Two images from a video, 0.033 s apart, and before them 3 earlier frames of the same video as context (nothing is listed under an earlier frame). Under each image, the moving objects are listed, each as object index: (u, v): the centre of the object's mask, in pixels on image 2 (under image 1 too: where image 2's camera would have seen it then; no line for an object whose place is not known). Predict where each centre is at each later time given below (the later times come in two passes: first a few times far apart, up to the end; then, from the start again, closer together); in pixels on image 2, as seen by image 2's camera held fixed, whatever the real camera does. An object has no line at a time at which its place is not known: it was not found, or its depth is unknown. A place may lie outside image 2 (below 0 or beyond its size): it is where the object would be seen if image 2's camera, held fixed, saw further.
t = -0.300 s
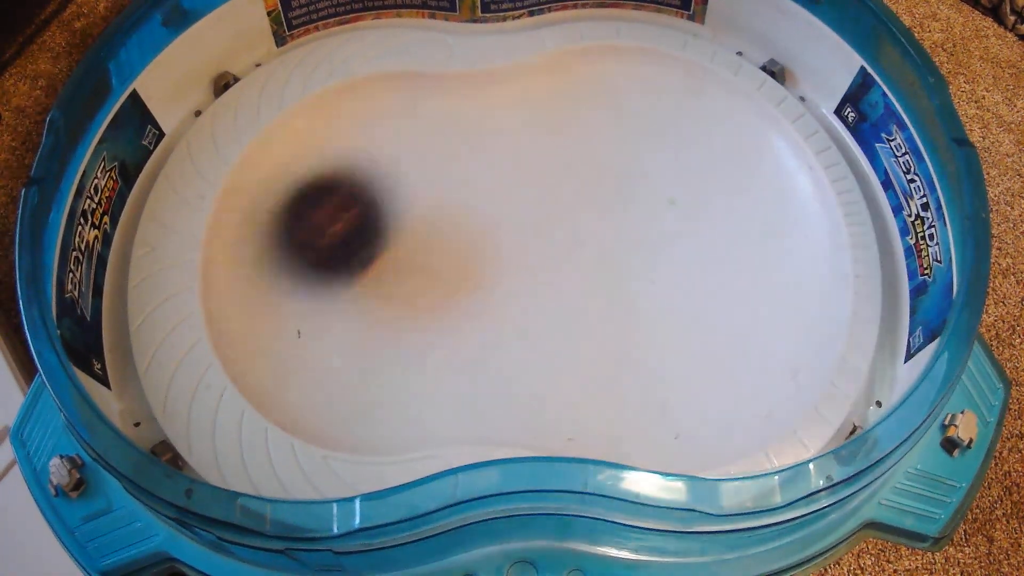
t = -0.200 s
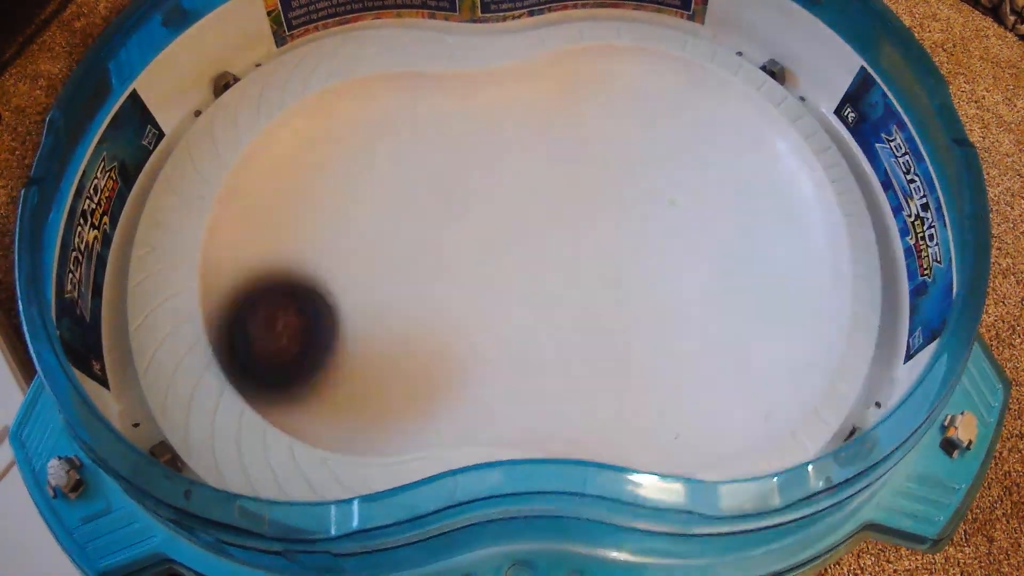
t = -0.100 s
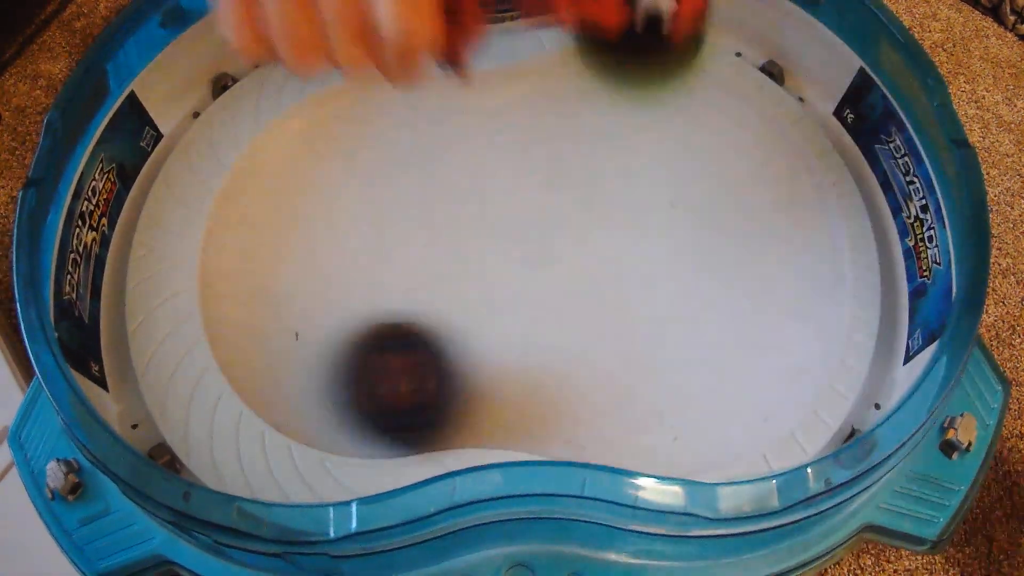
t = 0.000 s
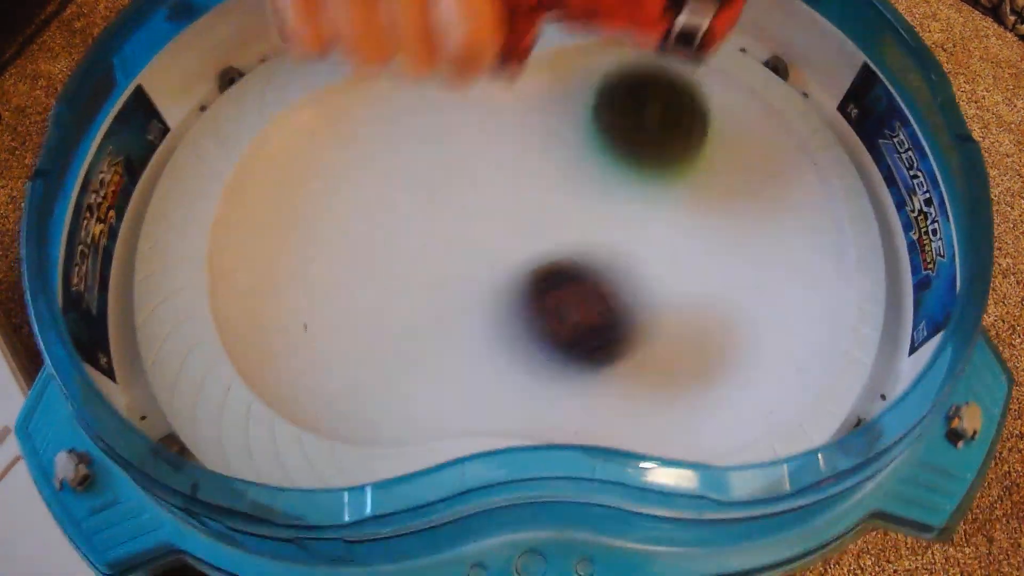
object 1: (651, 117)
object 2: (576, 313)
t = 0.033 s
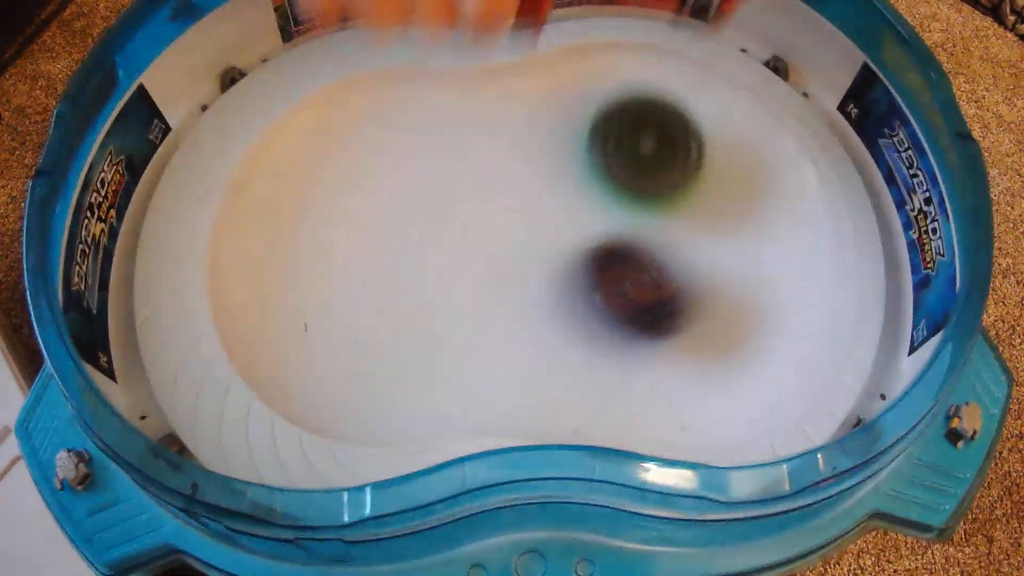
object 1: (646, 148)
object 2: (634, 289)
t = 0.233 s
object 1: (601, 57)
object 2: (813, 247)
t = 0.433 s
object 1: (311, 200)
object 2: (743, 138)
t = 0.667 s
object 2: (644, 193)
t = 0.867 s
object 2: (470, 286)
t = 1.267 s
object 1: (460, 77)
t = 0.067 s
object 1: (648, 153)
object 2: (693, 287)
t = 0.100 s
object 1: (649, 123)
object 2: (747, 299)
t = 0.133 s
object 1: (645, 97)
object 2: (794, 294)
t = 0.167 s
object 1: (633, 75)
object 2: (811, 275)
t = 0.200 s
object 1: (618, 62)
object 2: (816, 256)
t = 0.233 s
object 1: (601, 57)
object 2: (813, 247)
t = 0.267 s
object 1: (582, 65)
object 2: (794, 234)
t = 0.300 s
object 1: (564, 86)
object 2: (754, 213)
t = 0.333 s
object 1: (546, 118)
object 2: (709, 186)
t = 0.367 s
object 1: (533, 148)
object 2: (670, 163)
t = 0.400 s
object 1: (427, 171)
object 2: (702, 149)
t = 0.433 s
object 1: (311, 200)
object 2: (743, 138)
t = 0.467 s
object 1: (268, 205)
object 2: (768, 129)
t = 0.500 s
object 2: (776, 127)
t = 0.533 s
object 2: (776, 134)
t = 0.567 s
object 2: (766, 153)
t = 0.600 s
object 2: (736, 170)
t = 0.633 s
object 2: (694, 181)
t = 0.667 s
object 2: (644, 193)
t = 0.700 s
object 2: (599, 209)
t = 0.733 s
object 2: (555, 234)
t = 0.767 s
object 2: (511, 264)
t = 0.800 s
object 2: (474, 297)
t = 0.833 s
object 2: (456, 315)
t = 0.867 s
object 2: (470, 286)
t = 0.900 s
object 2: (494, 237)
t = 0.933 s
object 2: (515, 198)
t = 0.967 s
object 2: (534, 171)
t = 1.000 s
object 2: (548, 151)
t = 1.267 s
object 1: (460, 77)
